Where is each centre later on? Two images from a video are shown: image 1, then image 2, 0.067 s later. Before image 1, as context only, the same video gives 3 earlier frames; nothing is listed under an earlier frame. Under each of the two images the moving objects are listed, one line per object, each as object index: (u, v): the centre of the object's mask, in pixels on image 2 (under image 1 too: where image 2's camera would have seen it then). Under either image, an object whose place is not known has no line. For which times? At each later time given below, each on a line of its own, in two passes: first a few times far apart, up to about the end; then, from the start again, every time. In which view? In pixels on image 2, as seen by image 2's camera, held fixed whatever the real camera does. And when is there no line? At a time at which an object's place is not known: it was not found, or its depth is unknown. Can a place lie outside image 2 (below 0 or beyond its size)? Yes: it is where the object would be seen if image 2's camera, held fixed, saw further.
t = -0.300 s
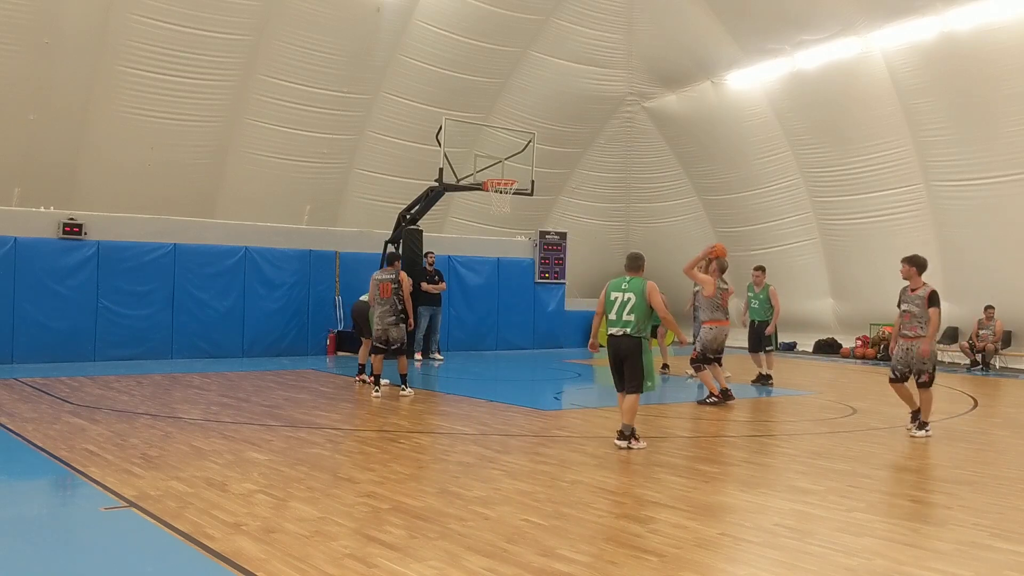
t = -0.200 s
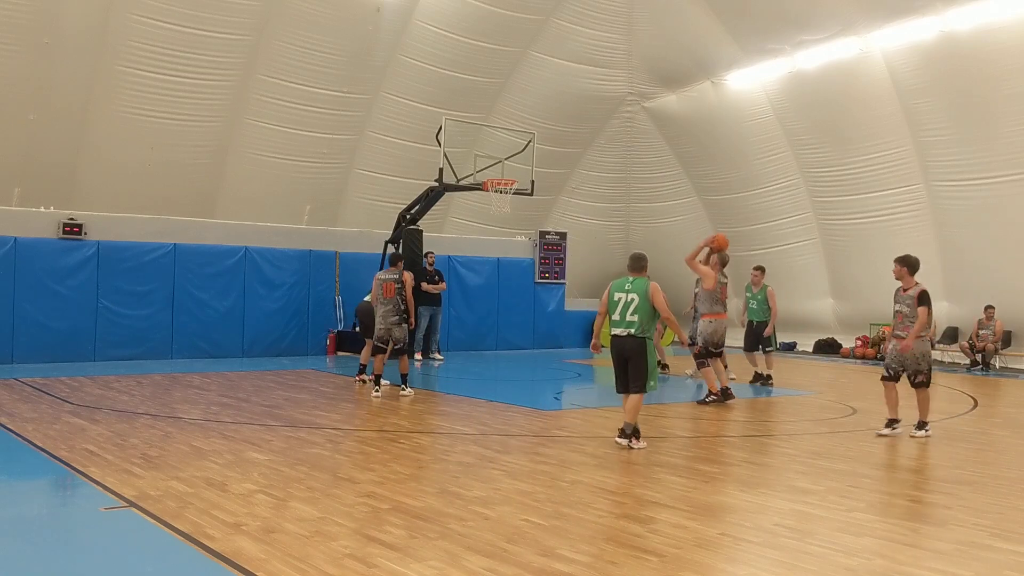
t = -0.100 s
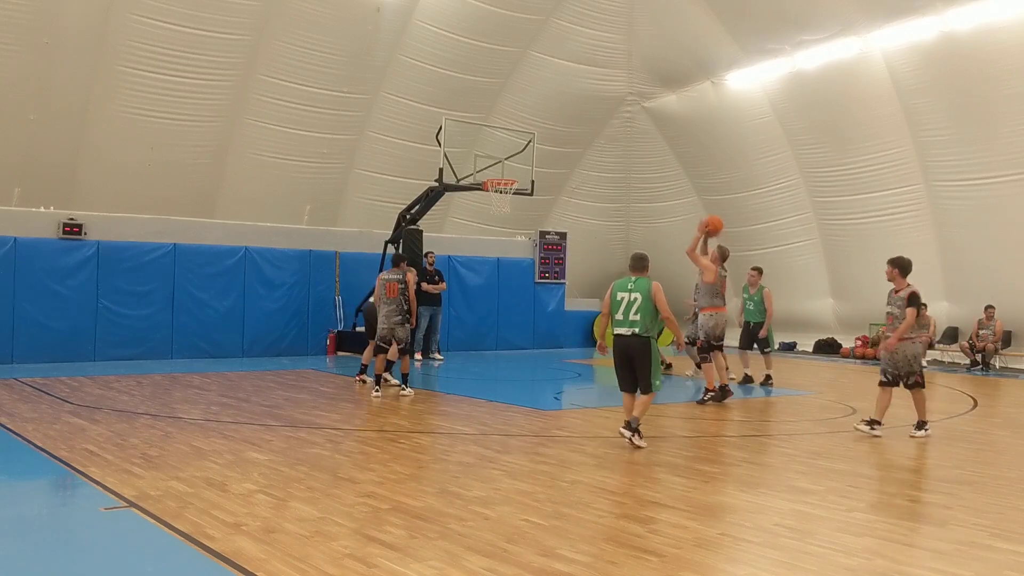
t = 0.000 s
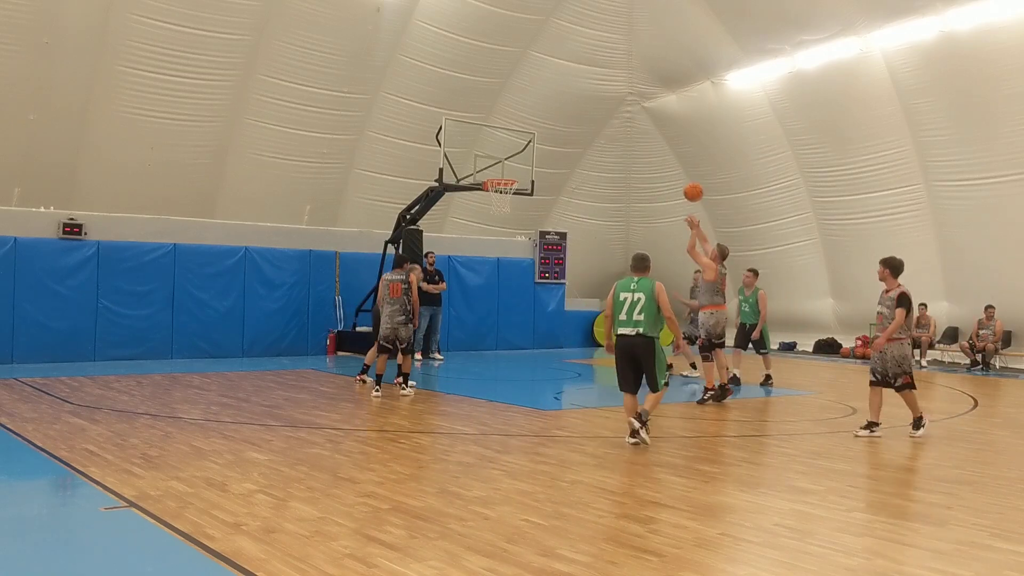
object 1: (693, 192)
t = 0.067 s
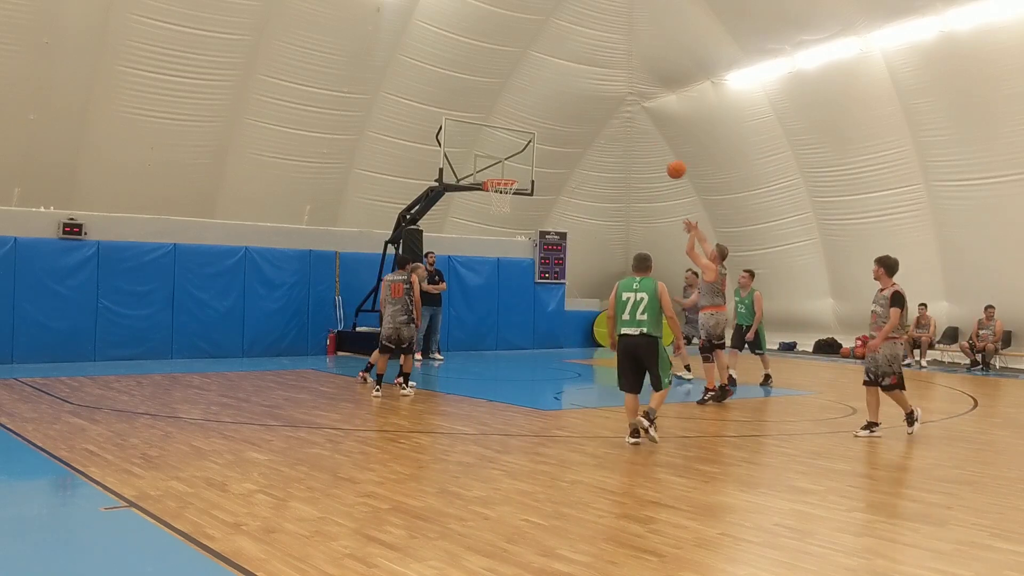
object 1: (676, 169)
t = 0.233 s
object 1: (635, 131)
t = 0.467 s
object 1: (584, 113)
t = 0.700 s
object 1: (536, 133)
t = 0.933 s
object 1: (499, 168)
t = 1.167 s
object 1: (492, 163)
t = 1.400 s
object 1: (506, 171)
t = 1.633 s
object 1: (509, 176)
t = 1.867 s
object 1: (496, 201)
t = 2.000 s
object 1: (491, 218)
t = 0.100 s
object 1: (668, 160)
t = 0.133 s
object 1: (660, 151)
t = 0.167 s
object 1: (651, 144)
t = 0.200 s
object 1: (643, 137)
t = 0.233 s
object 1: (635, 131)
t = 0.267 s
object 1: (628, 126)
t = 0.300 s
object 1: (620, 122)
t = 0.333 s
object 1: (612, 119)
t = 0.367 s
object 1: (605, 116)
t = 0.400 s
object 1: (598, 114)
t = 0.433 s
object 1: (591, 113)
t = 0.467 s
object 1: (584, 113)
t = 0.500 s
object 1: (576, 114)
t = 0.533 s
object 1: (570, 116)
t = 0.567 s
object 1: (563, 118)
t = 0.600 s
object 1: (556, 121)
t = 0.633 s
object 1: (549, 124)
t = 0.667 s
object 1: (543, 128)
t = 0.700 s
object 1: (536, 133)
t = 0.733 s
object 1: (530, 138)
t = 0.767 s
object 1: (524, 145)
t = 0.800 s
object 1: (517, 152)
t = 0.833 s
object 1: (511, 159)
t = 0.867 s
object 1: (505, 167)
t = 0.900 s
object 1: (501, 171)
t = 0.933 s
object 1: (499, 168)
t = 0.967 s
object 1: (497, 166)
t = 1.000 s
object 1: (494, 165)
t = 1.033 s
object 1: (492, 164)
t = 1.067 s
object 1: (490, 164)
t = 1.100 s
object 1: (488, 164)
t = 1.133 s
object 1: (490, 164)
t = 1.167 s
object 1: (492, 163)
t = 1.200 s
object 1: (494, 163)
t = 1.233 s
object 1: (497, 164)
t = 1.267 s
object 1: (499, 165)
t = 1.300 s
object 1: (501, 168)
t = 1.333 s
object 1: (504, 170)
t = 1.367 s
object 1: (505, 172)
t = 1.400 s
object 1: (506, 171)
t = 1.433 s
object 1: (507, 170)
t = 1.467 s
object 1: (507, 170)
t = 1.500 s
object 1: (507, 170)
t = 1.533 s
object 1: (508, 170)
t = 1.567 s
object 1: (508, 172)
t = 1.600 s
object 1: (508, 173)
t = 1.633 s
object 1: (509, 176)
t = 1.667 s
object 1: (509, 179)
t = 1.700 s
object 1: (508, 178)
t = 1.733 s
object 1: (507, 185)
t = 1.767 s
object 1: (503, 188)
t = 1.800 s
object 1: (500, 191)
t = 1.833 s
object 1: (498, 196)
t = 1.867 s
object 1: (496, 201)
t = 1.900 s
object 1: (495, 204)
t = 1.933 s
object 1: (494, 208)
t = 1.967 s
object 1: (493, 213)
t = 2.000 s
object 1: (491, 218)
